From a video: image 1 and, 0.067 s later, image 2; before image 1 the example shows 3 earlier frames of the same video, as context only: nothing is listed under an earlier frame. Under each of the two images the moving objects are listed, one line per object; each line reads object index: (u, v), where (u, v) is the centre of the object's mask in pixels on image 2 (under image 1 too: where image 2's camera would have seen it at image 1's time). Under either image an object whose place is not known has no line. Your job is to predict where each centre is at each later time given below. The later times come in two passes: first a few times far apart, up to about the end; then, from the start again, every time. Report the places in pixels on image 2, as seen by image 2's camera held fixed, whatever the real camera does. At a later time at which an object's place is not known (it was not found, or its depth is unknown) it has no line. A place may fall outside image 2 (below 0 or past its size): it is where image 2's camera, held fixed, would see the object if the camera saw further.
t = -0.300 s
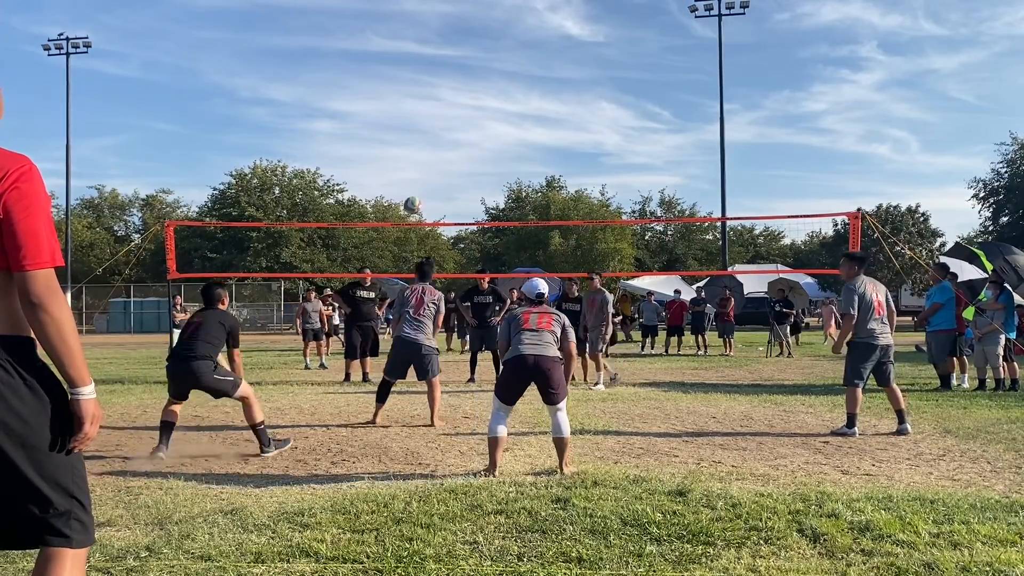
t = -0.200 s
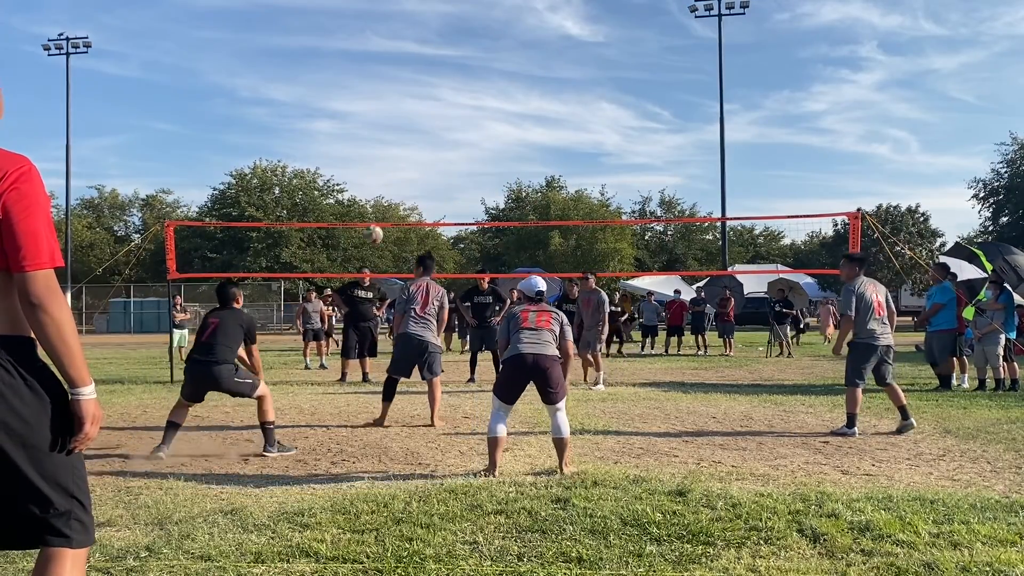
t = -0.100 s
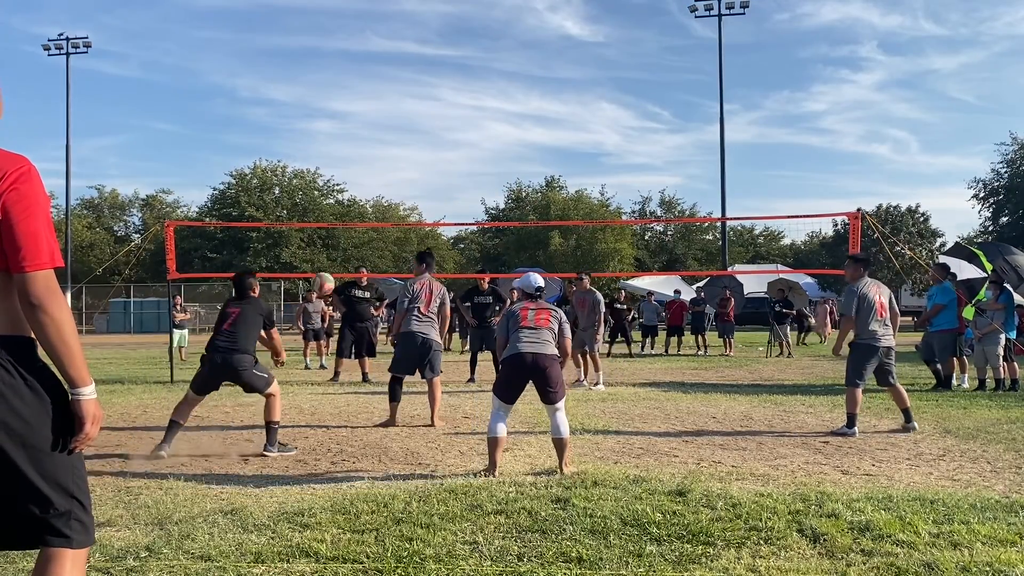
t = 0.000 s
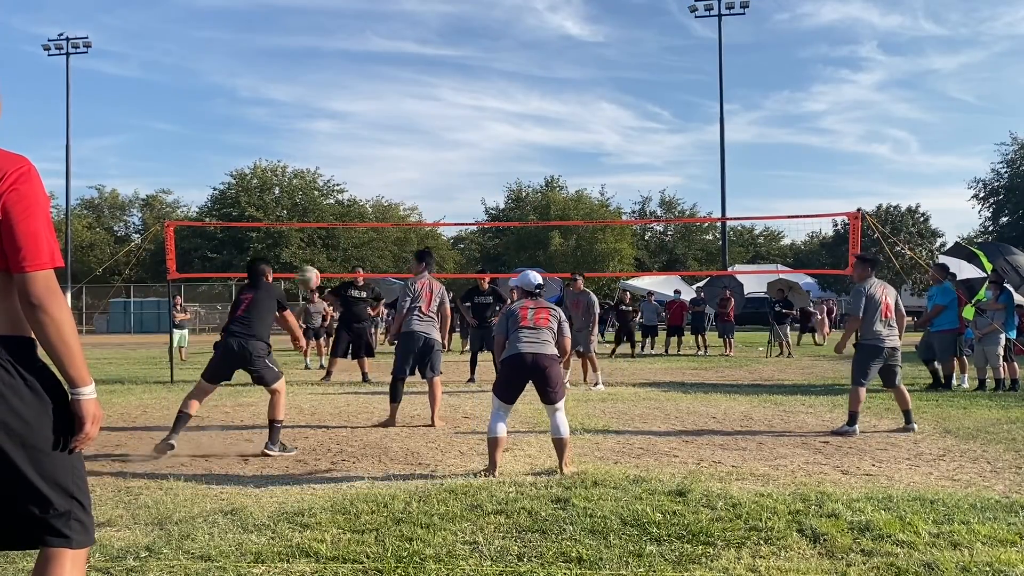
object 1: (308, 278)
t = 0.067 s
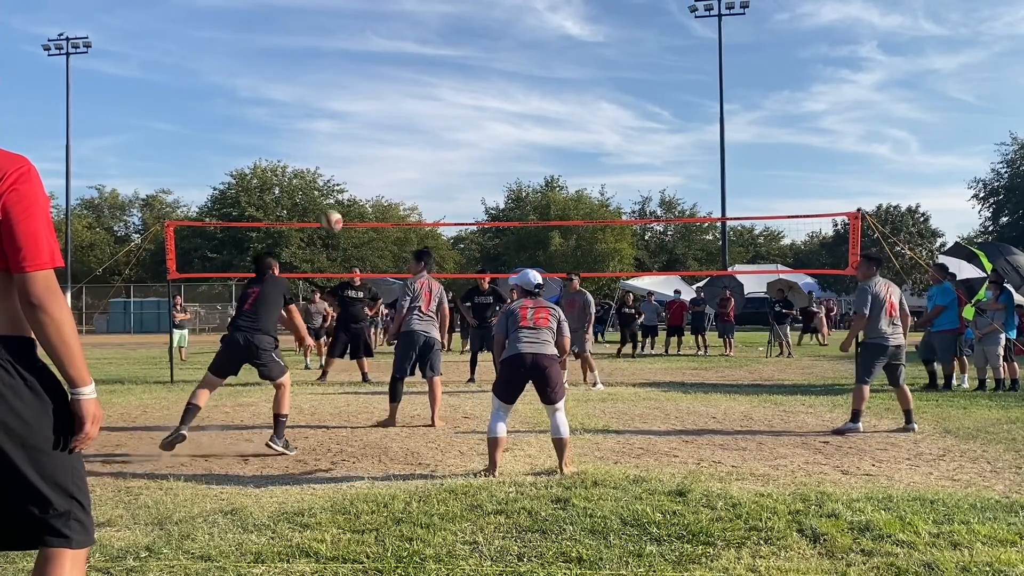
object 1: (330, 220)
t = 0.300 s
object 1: (396, 85)
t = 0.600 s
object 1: (456, 14)
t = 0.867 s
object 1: (497, 24)
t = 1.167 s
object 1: (533, 94)
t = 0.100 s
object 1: (342, 197)
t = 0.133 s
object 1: (351, 174)
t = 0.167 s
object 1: (361, 153)
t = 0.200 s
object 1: (370, 133)
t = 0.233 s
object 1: (379, 115)
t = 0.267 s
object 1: (388, 99)
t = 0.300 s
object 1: (396, 85)
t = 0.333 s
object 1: (404, 72)
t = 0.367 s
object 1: (411, 60)
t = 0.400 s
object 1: (418, 50)
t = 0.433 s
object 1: (425, 41)
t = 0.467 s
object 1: (432, 33)
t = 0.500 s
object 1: (438, 27)
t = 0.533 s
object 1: (444, 21)
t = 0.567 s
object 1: (450, 17)
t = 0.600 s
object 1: (456, 14)
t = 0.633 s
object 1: (462, 12)
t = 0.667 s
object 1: (467, 11)
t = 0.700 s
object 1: (473, 11)
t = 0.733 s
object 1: (478, 12)
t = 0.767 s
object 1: (483, 14)
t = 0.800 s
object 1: (488, 16)
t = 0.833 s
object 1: (493, 20)
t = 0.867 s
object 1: (497, 24)
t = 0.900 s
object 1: (501, 29)
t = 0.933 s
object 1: (506, 35)
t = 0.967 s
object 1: (510, 42)
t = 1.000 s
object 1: (514, 49)
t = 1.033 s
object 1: (518, 56)
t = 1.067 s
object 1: (522, 65)
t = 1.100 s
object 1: (525, 74)
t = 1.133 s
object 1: (529, 84)
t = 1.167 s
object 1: (533, 94)
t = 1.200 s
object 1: (536, 105)
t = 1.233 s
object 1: (540, 116)
